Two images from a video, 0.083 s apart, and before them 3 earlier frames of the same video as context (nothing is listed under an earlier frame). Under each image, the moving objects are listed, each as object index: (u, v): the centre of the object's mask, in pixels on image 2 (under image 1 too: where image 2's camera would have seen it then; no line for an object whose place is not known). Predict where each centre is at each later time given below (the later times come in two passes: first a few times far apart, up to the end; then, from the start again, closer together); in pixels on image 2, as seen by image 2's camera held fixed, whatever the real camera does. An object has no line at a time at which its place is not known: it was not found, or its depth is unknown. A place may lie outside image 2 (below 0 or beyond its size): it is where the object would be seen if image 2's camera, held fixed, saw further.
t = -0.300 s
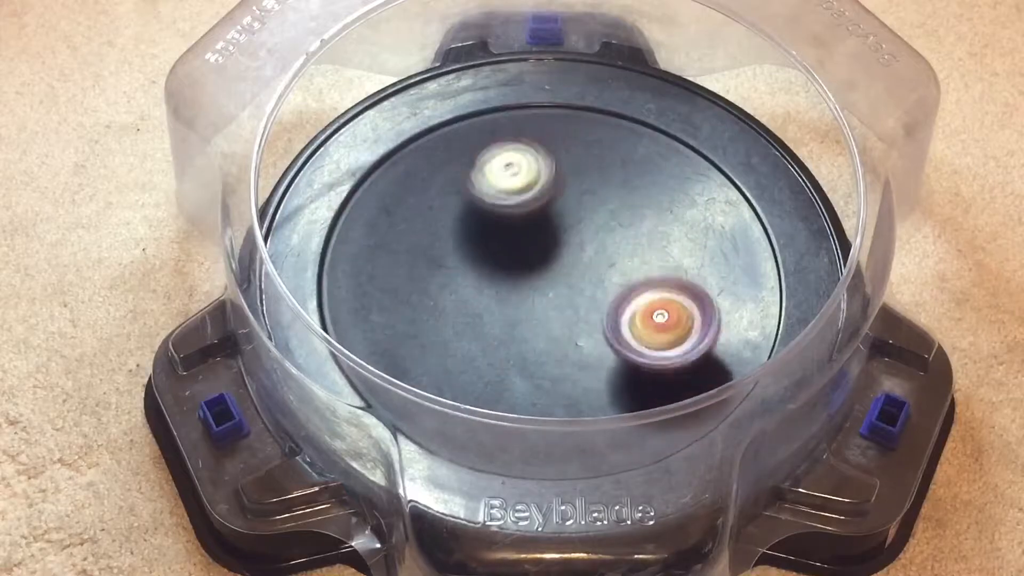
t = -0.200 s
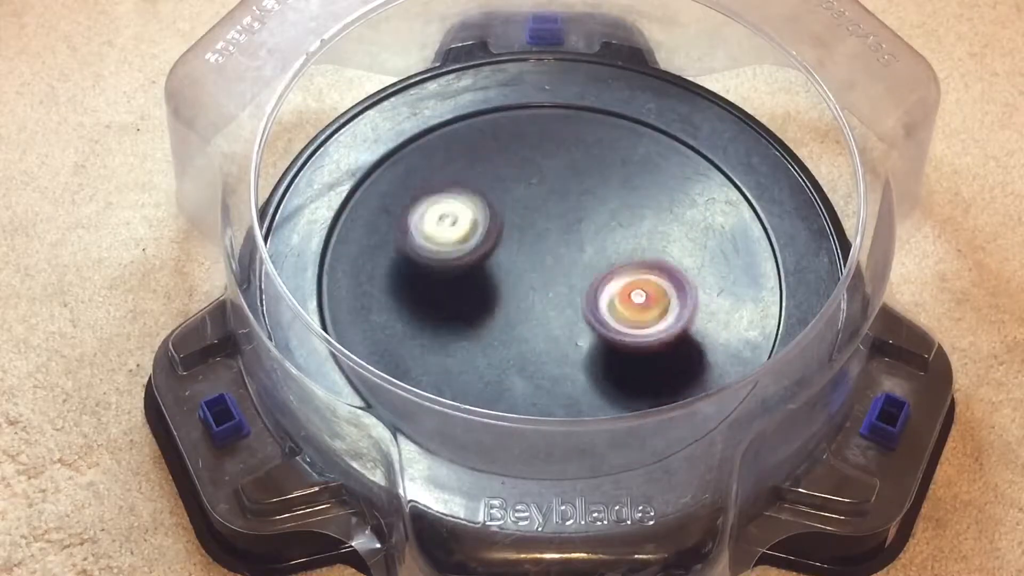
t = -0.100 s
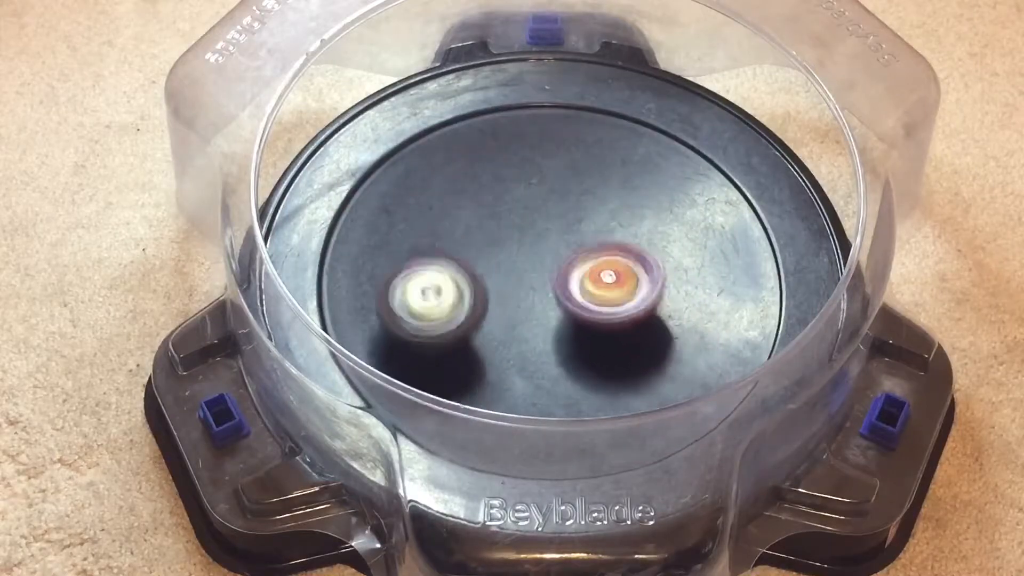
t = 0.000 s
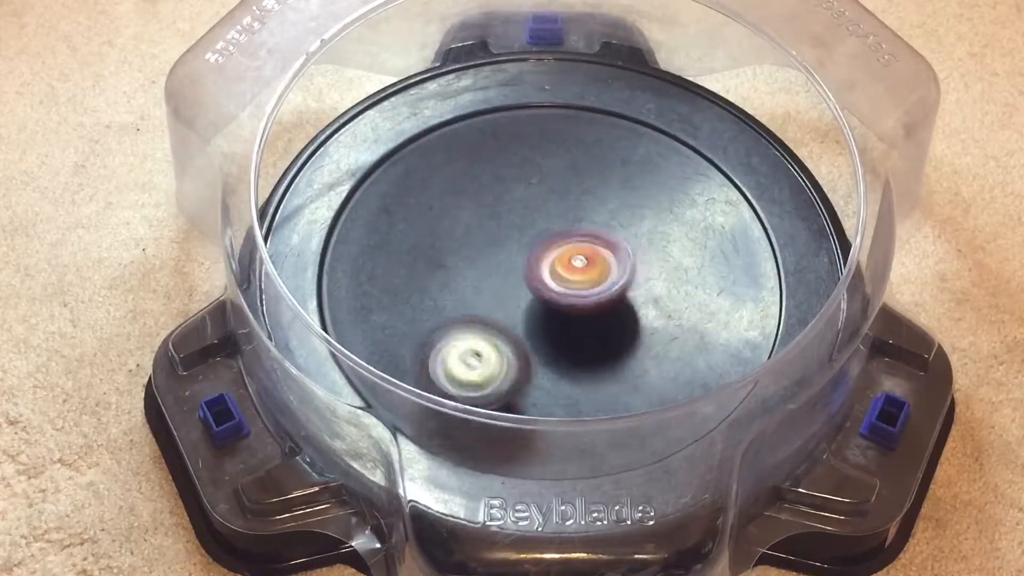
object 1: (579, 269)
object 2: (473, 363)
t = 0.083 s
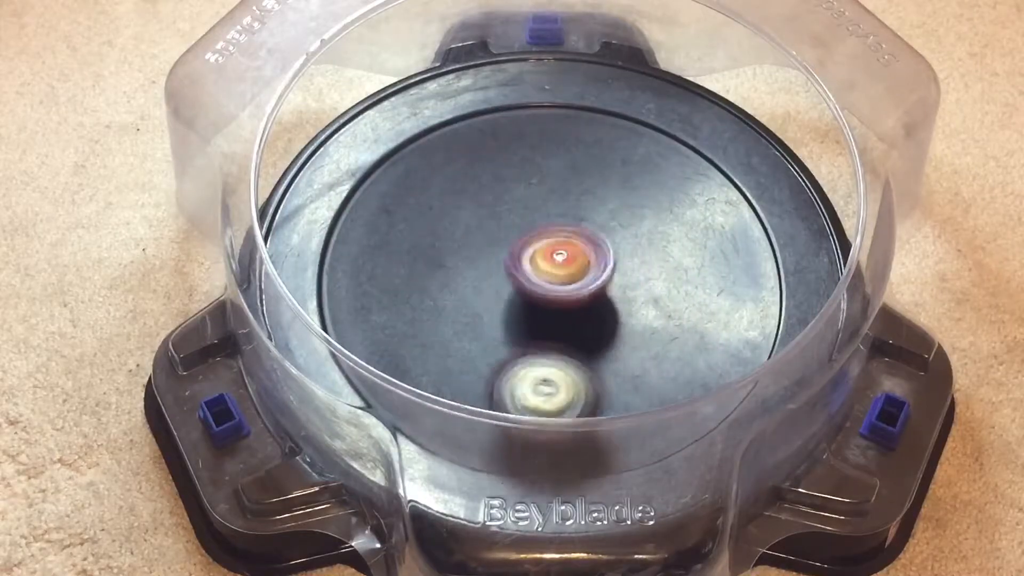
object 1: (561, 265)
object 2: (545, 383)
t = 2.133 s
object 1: (558, 282)
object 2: (538, 380)
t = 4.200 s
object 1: (556, 279)
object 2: (471, 346)
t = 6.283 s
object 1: (491, 320)
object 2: (502, 222)
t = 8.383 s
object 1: (559, 323)
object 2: (468, 259)
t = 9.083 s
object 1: (565, 314)
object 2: (546, 180)
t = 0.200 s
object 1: (537, 262)
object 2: (650, 368)
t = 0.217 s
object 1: (533, 262)
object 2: (662, 360)
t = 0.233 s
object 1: (529, 261)
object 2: (672, 353)
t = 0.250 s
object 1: (527, 262)
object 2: (682, 341)
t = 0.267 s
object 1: (523, 262)
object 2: (687, 331)
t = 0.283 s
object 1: (520, 261)
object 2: (692, 317)
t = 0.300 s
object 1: (518, 262)
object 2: (694, 307)
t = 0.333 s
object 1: (511, 262)
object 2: (695, 282)
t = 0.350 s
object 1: (510, 262)
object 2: (693, 269)
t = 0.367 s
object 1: (508, 262)
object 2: (688, 259)
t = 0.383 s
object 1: (507, 262)
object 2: (683, 246)
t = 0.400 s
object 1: (504, 261)
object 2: (676, 235)
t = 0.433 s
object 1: (503, 261)
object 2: (661, 212)
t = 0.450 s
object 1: (502, 261)
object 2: (652, 205)
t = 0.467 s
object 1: (501, 261)
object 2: (642, 195)
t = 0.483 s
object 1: (501, 262)
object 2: (633, 190)
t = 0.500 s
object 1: (501, 262)
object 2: (620, 182)
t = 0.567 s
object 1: (501, 261)
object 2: (566, 161)
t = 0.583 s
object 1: (502, 262)
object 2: (553, 158)
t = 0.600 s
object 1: (502, 260)
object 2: (539, 157)
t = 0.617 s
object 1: (503, 261)
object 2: (525, 156)
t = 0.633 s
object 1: (505, 261)
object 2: (512, 157)
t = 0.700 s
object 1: (509, 261)
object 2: (458, 167)
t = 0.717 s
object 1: (510, 262)
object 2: (444, 172)
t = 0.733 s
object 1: (512, 261)
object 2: (433, 179)
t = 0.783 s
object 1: (517, 261)
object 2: (405, 204)
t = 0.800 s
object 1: (519, 261)
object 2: (396, 214)
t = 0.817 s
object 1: (521, 261)
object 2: (391, 225)
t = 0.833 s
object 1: (522, 260)
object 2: (387, 235)
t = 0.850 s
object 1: (525, 261)
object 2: (385, 248)
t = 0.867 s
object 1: (526, 260)
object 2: (384, 261)
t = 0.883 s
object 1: (527, 260)
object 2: (386, 274)
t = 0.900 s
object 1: (530, 260)
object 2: (387, 285)
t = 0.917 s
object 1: (531, 259)
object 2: (393, 298)
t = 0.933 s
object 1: (532, 260)
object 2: (400, 311)
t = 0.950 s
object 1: (534, 259)
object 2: (408, 321)
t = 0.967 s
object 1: (536, 259)
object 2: (417, 331)
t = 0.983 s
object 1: (537, 258)
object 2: (427, 340)
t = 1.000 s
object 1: (539, 258)
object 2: (441, 348)
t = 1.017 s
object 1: (541, 259)
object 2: (456, 355)
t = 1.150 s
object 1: (554, 255)
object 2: (586, 369)
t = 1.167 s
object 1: (556, 254)
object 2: (601, 367)
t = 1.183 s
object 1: (558, 255)
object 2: (617, 362)
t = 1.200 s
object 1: (560, 255)
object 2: (629, 356)
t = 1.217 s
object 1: (562, 255)
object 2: (641, 348)
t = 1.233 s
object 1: (564, 255)
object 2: (654, 340)
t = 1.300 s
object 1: (569, 255)
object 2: (689, 300)
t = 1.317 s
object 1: (571, 255)
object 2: (695, 288)
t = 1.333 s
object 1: (572, 255)
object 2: (700, 277)
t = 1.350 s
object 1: (573, 255)
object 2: (703, 263)
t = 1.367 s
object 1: (575, 257)
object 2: (703, 253)
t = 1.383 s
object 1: (575, 256)
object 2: (703, 242)
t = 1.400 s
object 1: (577, 257)
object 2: (701, 228)
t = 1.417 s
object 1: (578, 258)
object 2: (699, 217)
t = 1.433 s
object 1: (578, 258)
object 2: (694, 207)
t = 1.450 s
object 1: (579, 259)
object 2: (689, 197)
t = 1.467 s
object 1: (579, 259)
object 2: (682, 188)
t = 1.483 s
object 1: (580, 260)
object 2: (675, 178)
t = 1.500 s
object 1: (581, 260)
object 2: (667, 170)
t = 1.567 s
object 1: (582, 263)
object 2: (624, 144)
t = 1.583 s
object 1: (583, 263)
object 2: (612, 140)
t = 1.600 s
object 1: (582, 263)
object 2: (599, 137)
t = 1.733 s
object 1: (580, 270)
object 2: (491, 154)
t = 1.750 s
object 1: (580, 270)
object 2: (482, 160)
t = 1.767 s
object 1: (579, 271)
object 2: (473, 173)
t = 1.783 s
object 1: (579, 271)
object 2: (463, 180)
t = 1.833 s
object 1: (576, 273)
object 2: (438, 211)
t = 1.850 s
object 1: (575, 274)
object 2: (433, 223)
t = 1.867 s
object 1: (575, 275)
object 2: (428, 233)
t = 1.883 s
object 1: (574, 275)
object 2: (425, 245)
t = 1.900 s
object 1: (574, 277)
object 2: (425, 258)
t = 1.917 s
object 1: (573, 277)
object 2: (424, 270)
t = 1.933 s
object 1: (571, 277)
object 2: (426, 282)
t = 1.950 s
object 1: (570, 278)
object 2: (428, 293)
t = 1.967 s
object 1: (569, 279)
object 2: (432, 306)
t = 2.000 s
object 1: (568, 280)
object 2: (444, 330)
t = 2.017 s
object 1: (566, 281)
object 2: (450, 341)
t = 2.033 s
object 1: (565, 281)
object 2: (460, 350)
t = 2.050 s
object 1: (564, 282)
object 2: (471, 358)
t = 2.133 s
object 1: (558, 282)
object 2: (538, 380)
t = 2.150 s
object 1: (558, 283)
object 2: (551, 381)
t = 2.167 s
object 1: (556, 283)
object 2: (566, 382)
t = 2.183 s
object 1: (555, 283)
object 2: (579, 382)
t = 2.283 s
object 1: (546, 282)
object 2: (664, 364)
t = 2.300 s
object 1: (545, 283)
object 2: (674, 358)
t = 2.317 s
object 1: (544, 283)
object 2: (684, 351)
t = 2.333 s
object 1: (542, 282)
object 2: (692, 342)
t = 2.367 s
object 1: (539, 282)
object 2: (703, 321)
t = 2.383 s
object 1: (539, 282)
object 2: (706, 310)
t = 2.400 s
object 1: (537, 282)
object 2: (708, 300)
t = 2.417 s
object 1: (536, 281)
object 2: (707, 286)
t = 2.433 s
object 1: (535, 281)
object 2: (706, 275)
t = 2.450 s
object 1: (533, 281)
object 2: (703, 263)
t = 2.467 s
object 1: (533, 281)
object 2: (699, 254)
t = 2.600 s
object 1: (529, 275)
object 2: (627, 186)
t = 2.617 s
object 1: (529, 275)
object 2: (615, 180)
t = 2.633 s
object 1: (529, 274)
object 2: (603, 175)
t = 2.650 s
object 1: (529, 273)
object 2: (591, 171)
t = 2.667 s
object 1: (528, 272)
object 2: (579, 169)
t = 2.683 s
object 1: (528, 271)
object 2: (565, 167)
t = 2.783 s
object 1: (528, 267)
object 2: (487, 170)
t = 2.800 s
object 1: (528, 265)
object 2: (476, 173)
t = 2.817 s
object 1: (529, 265)
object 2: (463, 177)
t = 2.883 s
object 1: (531, 263)
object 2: (422, 202)
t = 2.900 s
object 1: (532, 261)
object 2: (413, 209)
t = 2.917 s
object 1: (532, 261)
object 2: (406, 216)
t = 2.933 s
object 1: (533, 260)
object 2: (400, 226)
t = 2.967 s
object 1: (535, 260)
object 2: (392, 247)
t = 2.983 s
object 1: (536, 258)
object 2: (388, 258)
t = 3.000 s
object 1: (537, 259)
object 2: (390, 270)
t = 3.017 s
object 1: (538, 257)
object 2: (391, 282)
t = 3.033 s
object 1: (539, 257)
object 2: (395, 292)
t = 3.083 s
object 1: (543, 255)
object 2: (413, 323)
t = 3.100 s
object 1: (544, 254)
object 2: (423, 333)
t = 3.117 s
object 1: (545, 255)
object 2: (434, 341)
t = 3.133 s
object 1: (546, 254)
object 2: (445, 348)
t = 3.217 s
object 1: (552, 253)
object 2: (514, 370)
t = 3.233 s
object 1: (554, 253)
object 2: (531, 373)
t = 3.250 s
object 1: (555, 252)
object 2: (546, 370)
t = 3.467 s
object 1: (570, 254)
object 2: (683, 284)
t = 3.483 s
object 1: (570, 255)
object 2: (687, 272)
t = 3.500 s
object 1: (570, 254)
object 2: (688, 262)
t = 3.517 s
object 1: (571, 255)
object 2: (690, 252)
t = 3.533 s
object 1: (571, 255)
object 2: (690, 242)
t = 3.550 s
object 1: (571, 255)
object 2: (690, 231)
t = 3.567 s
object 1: (572, 255)
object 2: (688, 221)
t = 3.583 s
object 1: (571, 256)
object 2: (685, 211)
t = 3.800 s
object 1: (570, 266)
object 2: (563, 145)
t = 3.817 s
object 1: (571, 267)
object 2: (550, 147)
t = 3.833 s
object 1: (570, 268)
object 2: (539, 148)
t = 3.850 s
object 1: (570, 269)
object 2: (527, 154)
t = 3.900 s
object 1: (569, 271)
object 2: (493, 172)
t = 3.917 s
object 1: (568, 273)
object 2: (485, 179)
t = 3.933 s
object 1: (568, 273)
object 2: (476, 187)
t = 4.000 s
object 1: (565, 276)
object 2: (450, 225)
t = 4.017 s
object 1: (564, 277)
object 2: (446, 233)
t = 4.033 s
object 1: (564, 277)
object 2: (442, 244)
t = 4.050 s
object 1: (562, 277)
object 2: (440, 253)
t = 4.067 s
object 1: (562, 278)
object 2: (438, 265)
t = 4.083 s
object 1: (561, 278)
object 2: (438, 275)
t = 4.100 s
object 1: (561, 278)
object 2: (440, 286)
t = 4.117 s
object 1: (560, 278)
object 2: (442, 296)
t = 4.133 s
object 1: (559, 279)
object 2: (446, 308)
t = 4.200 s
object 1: (556, 279)
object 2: (471, 346)
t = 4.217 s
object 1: (556, 280)
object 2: (480, 354)
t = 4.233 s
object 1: (554, 280)
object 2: (492, 360)
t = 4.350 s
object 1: (548, 279)
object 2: (575, 379)
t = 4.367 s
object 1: (547, 278)
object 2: (588, 379)
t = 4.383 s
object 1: (547, 279)
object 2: (602, 378)
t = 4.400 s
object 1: (544, 276)
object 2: (614, 376)
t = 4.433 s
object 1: (543, 276)
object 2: (638, 369)
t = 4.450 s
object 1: (542, 276)
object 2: (649, 365)
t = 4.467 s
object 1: (542, 276)
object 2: (659, 358)
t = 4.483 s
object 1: (542, 276)
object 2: (667, 350)
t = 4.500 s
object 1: (541, 274)
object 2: (673, 343)
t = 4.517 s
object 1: (540, 274)
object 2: (678, 333)
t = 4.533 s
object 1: (540, 274)
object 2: (682, 323)
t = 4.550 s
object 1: (539, 273)
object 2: (685, 311)
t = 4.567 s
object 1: (538, 273)
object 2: (687, 302)
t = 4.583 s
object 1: (538, 274)
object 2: (687, 289)
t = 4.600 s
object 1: (537, 272)
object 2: (685, 281)
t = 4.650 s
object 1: (536, 270)
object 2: (672, 253)
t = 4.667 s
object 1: (536, 270)
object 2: (666, 241)
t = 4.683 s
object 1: (535, 268)
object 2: (660, 234)
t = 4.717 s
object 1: (535, 267)
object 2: (646, 219)
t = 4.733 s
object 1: (536, 267)
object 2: (636, 211)
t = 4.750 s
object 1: (535, 265)
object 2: (627, 204)
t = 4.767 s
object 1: (536, 266)
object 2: (615, 197)
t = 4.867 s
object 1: (517, 282)
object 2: (571, 158)
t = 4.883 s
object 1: (514, 284)
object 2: (562, 150)
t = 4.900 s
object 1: (512, 288)
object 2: (555, 146)
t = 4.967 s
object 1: (506, 295)
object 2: (515, 133)
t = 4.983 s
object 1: (506, 295)
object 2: (504, 133)
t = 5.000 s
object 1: (506, 296)
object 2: (493, 131)
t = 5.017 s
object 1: (506, 295)
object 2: (484, 133)
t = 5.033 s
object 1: (508, 296)
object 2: (475, 134)
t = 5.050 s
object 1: (508, 295)
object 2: (465, 138)
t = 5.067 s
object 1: (510, 295)
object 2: (456, 144)
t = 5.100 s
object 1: (513, 295)
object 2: (441, 155)
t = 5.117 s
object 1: (514, 294)
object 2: (436, 163)
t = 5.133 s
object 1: (517, 294)
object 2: (430, 170)
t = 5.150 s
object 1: (518, 293)
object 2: (426, 180)
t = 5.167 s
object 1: (521, 293)
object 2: (423, 191)
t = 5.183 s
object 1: (522, 292)
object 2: (423, 201)
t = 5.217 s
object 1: (526, 291)
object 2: (426, 223)
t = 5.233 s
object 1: (528, 291)
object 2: (430, 234)
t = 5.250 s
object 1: (531, 292)
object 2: (432, 243)
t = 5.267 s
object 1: (538, 295)
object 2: (434, 250)
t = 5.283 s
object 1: (545, 297)
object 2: (435, 259)
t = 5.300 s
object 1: (553, 299)
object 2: (440, 267)
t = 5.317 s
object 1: (557, 300)
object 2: (446, 275)
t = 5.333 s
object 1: (563, 302)
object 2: (450, 281)
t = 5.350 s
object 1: (581, 307)
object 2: (446, 284)
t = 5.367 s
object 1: (597, 309)
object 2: (440, 287)
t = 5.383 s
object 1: (613, 311)
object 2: (436, 289)
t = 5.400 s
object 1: (625, 311)
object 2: (437, 294)
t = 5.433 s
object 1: (647, 309)
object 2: (437, 302)
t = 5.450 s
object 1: (659, 308)
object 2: (439, 307)
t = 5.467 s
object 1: (668, 307)
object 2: (445, 312)
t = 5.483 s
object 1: (680, 305)
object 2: (451, 316)
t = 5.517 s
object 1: (699, 301)
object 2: (463, 323)
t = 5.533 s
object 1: (707, 299)
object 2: (473, 326)
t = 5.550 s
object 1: (716, 297)
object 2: (482, 327)
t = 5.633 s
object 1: (750, 285)
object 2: (527, 320)
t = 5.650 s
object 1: (752, 283)
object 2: (535, 316)
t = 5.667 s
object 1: (755, 281)
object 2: (542, 312)
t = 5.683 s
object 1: (755, 280)
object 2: (551, 305)
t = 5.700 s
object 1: (756, 278)
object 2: (558, 299)
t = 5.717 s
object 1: (754, 277)
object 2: (563, 294)
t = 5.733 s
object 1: (753, 276)
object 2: (569, 287)
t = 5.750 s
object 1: (750, 276)
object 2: (574, 281)
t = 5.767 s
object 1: (746, 275)
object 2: (579, 273)
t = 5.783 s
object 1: (742, 275)
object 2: (583, 266)
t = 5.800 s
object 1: (735, 274)
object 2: (585, 259)
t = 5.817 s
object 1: (730, 274)
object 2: (588, 251)
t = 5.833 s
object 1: (722, 273)
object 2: (590, 244)
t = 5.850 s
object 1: (715, 272)
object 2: (591, 236)
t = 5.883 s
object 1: (695, 272)
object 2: (591, 223)
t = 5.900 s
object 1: (685, 273)
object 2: (590, 215)
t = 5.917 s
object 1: (675, 271)
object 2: (590, 208)
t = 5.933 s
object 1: (665, 272)
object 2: (587, 202)
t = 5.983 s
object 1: (634, 270)
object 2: (577, 185)
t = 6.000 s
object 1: (627, 271)
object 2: (573, 180)
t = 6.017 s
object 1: (619, 273)
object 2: (565, 177)
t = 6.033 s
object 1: (612, 276)
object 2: (562, 174)
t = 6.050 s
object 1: (604, 278)
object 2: (556, 172)
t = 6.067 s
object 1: (596, 282)
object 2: (548, 172)
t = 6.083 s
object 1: (589, 284)
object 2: (543, 172)
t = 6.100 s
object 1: (579, 288)
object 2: (536, 173)
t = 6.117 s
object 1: (573, 291)
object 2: (530, 173)
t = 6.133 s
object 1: (564, 293)
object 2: (526, 176)
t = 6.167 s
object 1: (548, 298)
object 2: (513, 182)
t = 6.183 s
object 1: (539, 300)
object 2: (509, 187)
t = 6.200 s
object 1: (532, 301)
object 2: (506, 194)
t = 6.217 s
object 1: (523, 303)
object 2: (503, 198)
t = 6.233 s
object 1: (515, 304)
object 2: (501, 206)
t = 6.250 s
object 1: (506, 307)
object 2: (501, 212)
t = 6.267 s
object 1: (499, 314)
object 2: (501, 217)
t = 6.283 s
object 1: (491, 320)
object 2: (502, 222)
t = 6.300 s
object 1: (484, 327)
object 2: (505, 228)
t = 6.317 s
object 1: (477, 331)
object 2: (510, 235)
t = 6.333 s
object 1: (470, 336)
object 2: (513, 241)
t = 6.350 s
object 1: (465, 339)
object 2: (518, 248)
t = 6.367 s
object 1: (459, 343)
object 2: (525, 254)
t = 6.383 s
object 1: (452, 346)
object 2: (531, 259)
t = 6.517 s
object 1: (430, 351)
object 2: (589, 291)
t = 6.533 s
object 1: (429, 351)
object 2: (598, 293)
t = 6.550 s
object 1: (429, 351)
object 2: (607, 295)
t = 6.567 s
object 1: (430, 350)
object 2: (613, 295)
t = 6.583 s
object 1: (432, 350)
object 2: (622, 294)
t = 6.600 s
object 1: (433, 349)
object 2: (631, 295)
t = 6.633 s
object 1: (437, 347)
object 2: (643, 291)
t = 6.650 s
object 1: (441, 345)
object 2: (651, 291)
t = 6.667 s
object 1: (447, 340)
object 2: (656, 288)
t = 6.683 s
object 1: (451, 336)
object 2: (660, 285)
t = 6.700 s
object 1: (453, 335)
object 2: (665, 282)
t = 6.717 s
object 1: (455, 331)
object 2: (669, 279)
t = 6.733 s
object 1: (459, 327)
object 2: (670, 276)
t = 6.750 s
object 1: (462, 322)
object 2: (672, 271)
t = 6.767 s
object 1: (464, 316)
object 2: (673, 266)
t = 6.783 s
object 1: (465, 312)
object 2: (671, 263)
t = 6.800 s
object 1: (466, 306)
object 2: (669, 258)
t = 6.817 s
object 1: (469, 301)
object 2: (666, 253)
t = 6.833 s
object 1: (472, 295)
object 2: (661, 252)
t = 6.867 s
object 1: (477, 283)
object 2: (651, 244)
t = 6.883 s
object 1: (479, 278)
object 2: (644, 242)
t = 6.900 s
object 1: (483, 273)
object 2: (638, 242)
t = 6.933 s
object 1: (490, 260)
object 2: (620, 240)
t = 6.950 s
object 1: (493, 255)
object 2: (612, 241)
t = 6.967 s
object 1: (489, 248)
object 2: (610, 241)
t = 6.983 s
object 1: (480, 241)
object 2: (611, 241)
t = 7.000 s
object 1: (473, 234)
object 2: (613, 244)
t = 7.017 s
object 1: (461, 228)
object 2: (612, 245)
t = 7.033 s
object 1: (454, 224)
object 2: (609, 247)
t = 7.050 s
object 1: (446, 219)
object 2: (608, 251)
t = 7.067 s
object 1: (442, 215)
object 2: (605, 254)
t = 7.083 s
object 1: (439, 213)
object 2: (601, 257)
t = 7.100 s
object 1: (437, 211)
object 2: (601, 262)
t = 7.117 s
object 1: (437, 209)
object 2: (598, 266)
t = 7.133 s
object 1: (437, 209)
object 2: (596, 270)
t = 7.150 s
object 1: (437, 207)
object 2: (595, 273)
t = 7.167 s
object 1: (439, 208)
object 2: (593, 277)
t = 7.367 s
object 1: (477, 214)
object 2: (582, 309)
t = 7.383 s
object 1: (485, 215)
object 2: (580, 312)
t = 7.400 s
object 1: (490, 214)
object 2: (579, 314)
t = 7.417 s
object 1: (496, 215)
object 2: (577, 312)
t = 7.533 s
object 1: (544, 222)
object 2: (569, 314)
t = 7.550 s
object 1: (551, 220)
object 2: (567, 316)
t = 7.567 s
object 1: (559, 222)
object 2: (566, 319)
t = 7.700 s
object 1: (611, 227)
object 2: (559, 340)
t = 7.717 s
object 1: (616, 228)
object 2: (560, 342)
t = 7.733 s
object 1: (620, 229)
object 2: (561, 342)
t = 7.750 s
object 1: (626, 232)
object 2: (559, 341)
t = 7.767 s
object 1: (632, 234)
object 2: (560, 341)
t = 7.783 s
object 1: (637, 235)
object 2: (558, 339)
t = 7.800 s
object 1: (640, 237)
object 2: (559, 338)
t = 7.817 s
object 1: (644, 240)
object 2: (557, 335)
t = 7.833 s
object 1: (649, 242)
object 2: (558, 334)
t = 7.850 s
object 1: (651, 246)
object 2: (558, 330)
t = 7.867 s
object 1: (652, 248)
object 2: (556, 330)
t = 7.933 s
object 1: (658, 259)
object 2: (547, 313)
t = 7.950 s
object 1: (659, 261)
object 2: (546, 309)
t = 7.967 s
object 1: (659, 262)
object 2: (542, 303)
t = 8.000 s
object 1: (657, 270)
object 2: (534, 295)
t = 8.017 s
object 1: (657, 271)
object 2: (530, 292)
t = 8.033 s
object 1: (655, 277)
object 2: (526, 289)
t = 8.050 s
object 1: (652, 278)
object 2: (520, 285)
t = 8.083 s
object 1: (648, 285)
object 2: (512, 278)
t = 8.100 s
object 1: (646, 288)
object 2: (508, 274)
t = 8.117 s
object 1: (644, 289)
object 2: (502, 271)
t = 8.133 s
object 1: (637, 292)
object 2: (499, 270)
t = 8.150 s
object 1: (635, 297)
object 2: (496, 268)
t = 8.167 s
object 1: (632, 299)
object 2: (488, 266)
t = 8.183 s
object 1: (627, 302)
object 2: (486, 264)
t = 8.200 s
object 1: (622, 306)
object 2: (480, 263)
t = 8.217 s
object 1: (617, 307)
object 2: (477, 262)
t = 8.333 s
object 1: (575, 319)
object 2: (468, 259)
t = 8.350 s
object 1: (568, 318)
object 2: (467, 260)
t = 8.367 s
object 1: (562, 323)
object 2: (468, 260)
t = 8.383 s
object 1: (559, 323)
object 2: (468, 259)
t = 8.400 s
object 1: (557, 325)
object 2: (467, 258)
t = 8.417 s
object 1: (553, 327)
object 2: (466, 256)
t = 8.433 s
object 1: (551, 326)
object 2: (468, 256)
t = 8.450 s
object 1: (550, 326)
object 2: (468, 254)
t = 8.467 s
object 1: (547, 328)
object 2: (468, 252)
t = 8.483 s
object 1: (547, 329)
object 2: (468, 248)
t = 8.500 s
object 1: (547, 328)
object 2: (470, 247)
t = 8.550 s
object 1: (542, 327)
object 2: (470, 240)
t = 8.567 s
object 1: (540, 325)
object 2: (470, 237)
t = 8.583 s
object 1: (539, 324)
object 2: (472, 236)
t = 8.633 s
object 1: (534, 319)
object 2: (476, 233)
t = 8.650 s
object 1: (533, 317)
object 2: (478, 233)
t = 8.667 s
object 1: (531, 315)
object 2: (479, 230)
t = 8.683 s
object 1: (534, 318)
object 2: (481, 224)
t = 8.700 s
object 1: (537, 327)
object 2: (481, 218)
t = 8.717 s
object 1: (538, 329)
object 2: (484, 212)
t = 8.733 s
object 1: (542, 331)
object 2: (484, 207)
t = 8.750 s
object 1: (540, 332)
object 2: (488, 204)
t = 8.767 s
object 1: (543, 334)
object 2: (489, 200)
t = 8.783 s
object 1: (543, 334)
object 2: (490, 197)
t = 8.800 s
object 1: (543, 334)
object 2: (491, 192)
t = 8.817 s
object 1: (546, 334)
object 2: (495, 189)
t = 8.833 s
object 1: (545, 332)
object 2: (497, 184)
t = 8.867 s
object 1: (549, 331)
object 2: (502, 179)
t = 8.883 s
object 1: (548, 330)
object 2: (505, 175)
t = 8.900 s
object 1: (549, 328)
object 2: (508, 174)
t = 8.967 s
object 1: (554, 322)
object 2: (521, 171)
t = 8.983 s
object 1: (556, 322)
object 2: (523, 171)
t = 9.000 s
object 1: (556, 319)
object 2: (527, 173)
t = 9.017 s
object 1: (557, 318)
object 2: (529, 173)
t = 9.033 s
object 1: (561, 318)
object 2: (535, 175)
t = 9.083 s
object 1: (565, 314)
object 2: (546, 180)
